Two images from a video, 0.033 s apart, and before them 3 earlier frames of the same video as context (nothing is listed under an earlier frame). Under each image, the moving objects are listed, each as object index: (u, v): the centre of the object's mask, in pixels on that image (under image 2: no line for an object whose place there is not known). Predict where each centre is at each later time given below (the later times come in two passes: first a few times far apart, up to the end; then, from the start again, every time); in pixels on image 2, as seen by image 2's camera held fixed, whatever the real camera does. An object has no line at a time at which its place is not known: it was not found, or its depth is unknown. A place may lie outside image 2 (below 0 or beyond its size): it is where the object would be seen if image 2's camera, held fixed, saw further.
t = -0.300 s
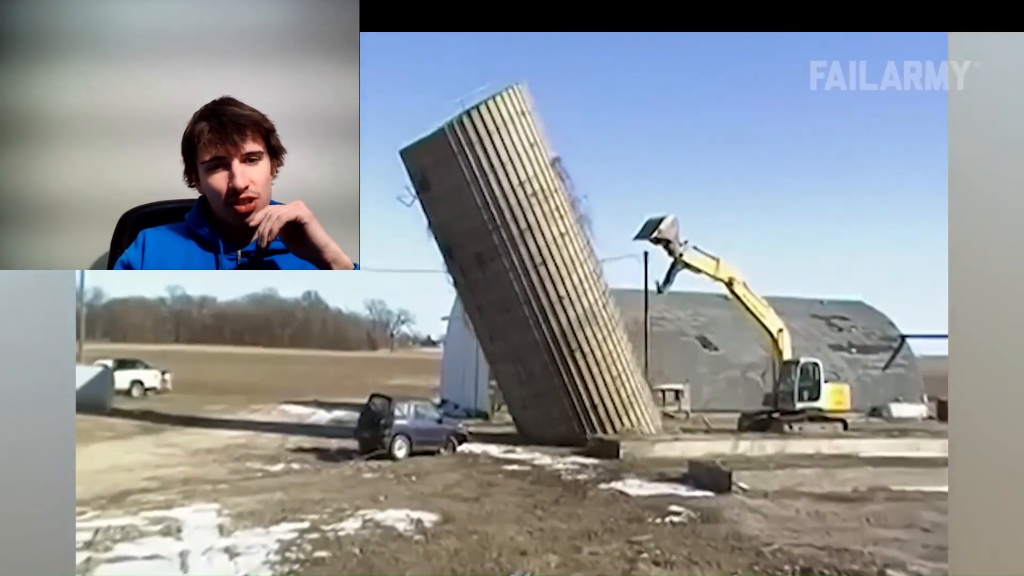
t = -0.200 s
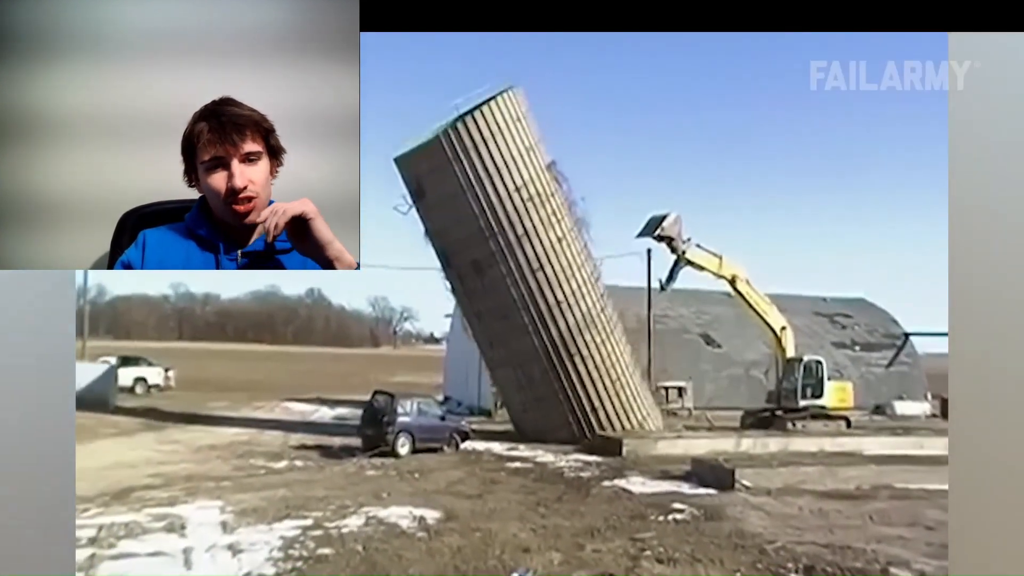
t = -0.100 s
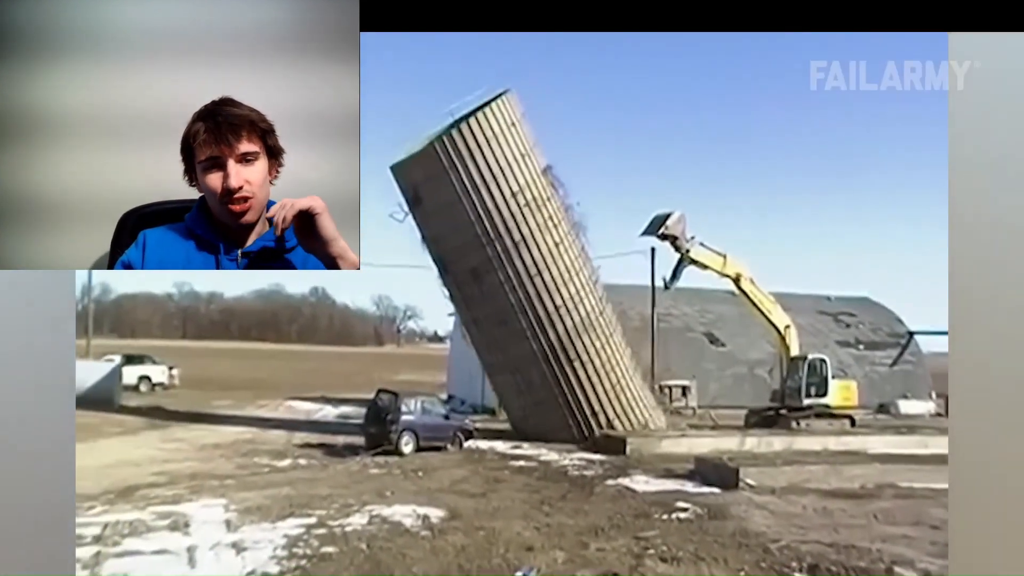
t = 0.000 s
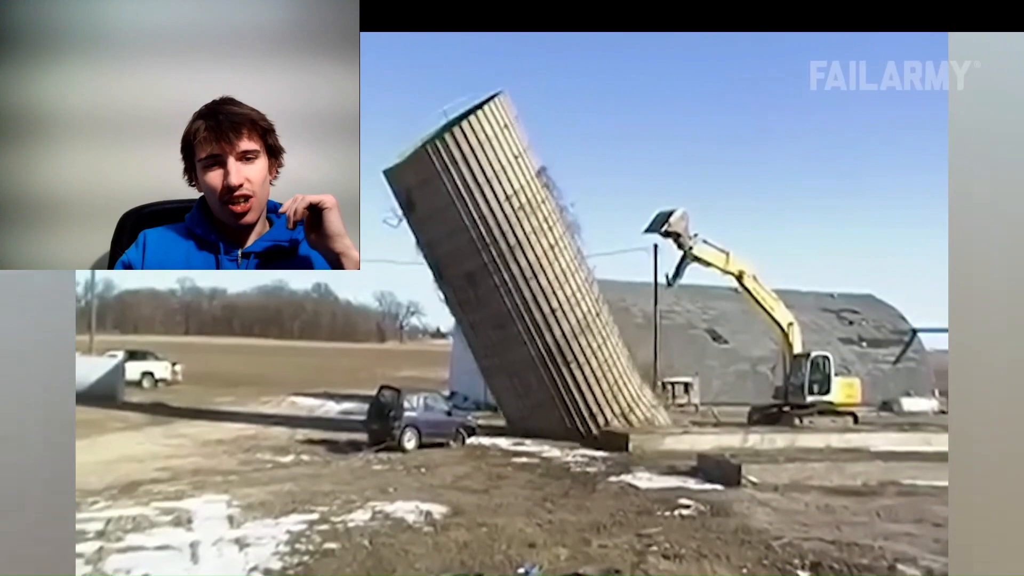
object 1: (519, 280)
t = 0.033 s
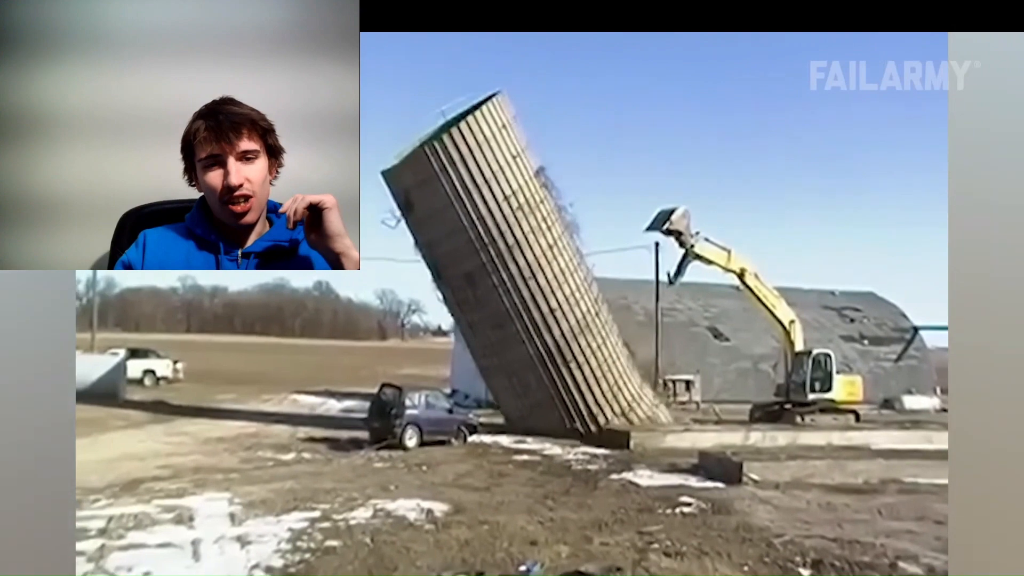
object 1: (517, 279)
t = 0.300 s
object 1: (491, 291)
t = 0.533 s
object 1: (463, 302)
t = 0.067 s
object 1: (515, 280)
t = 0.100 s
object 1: (512, 281)
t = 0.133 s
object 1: (508, 283)
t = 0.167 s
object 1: (505, 284)
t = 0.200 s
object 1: (502, 286)
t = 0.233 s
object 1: (499, 288)
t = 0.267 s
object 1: (495, 289)
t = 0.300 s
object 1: (491, 291)
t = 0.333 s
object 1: (488, 292)
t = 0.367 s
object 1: (480, 291)
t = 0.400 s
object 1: (477, 293)
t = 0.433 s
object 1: (473, 295)
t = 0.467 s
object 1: (470, 297)
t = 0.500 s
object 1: (467, 300)
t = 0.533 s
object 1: (463, 302)
